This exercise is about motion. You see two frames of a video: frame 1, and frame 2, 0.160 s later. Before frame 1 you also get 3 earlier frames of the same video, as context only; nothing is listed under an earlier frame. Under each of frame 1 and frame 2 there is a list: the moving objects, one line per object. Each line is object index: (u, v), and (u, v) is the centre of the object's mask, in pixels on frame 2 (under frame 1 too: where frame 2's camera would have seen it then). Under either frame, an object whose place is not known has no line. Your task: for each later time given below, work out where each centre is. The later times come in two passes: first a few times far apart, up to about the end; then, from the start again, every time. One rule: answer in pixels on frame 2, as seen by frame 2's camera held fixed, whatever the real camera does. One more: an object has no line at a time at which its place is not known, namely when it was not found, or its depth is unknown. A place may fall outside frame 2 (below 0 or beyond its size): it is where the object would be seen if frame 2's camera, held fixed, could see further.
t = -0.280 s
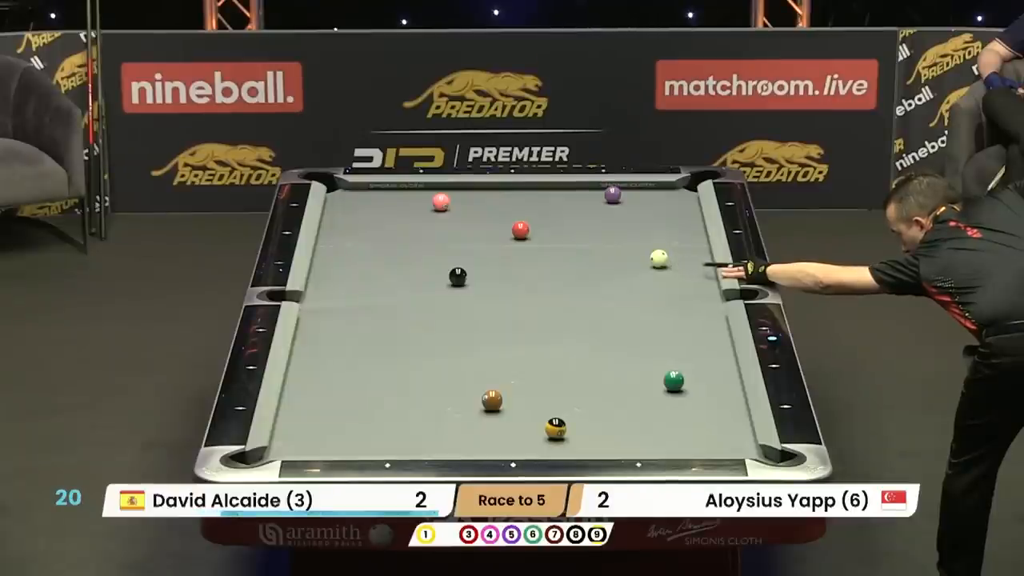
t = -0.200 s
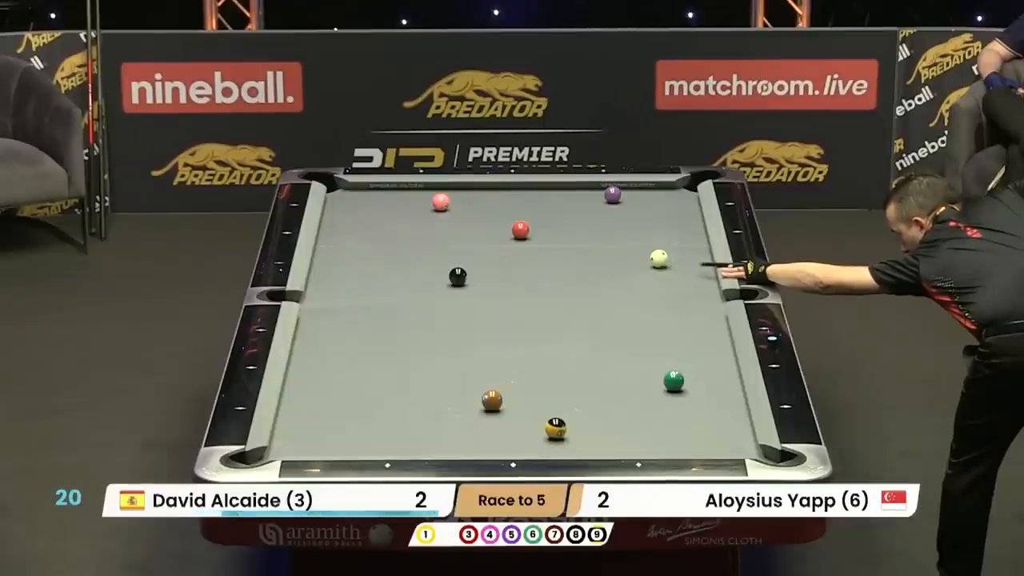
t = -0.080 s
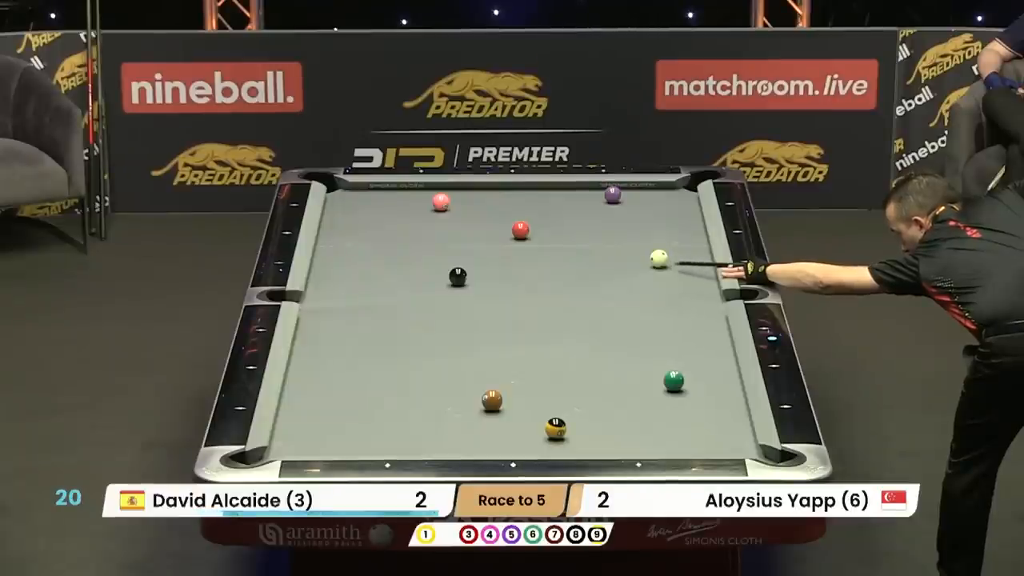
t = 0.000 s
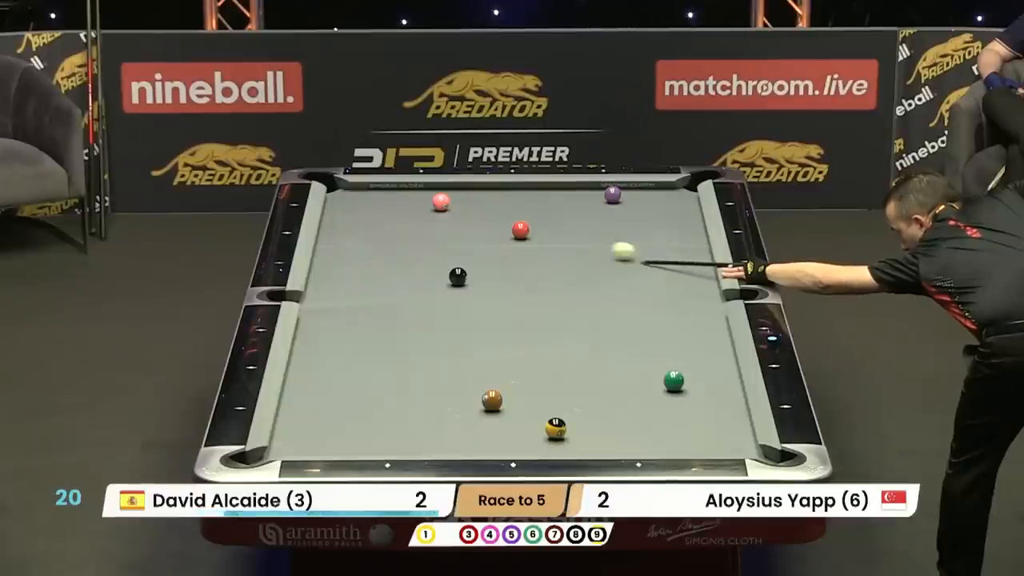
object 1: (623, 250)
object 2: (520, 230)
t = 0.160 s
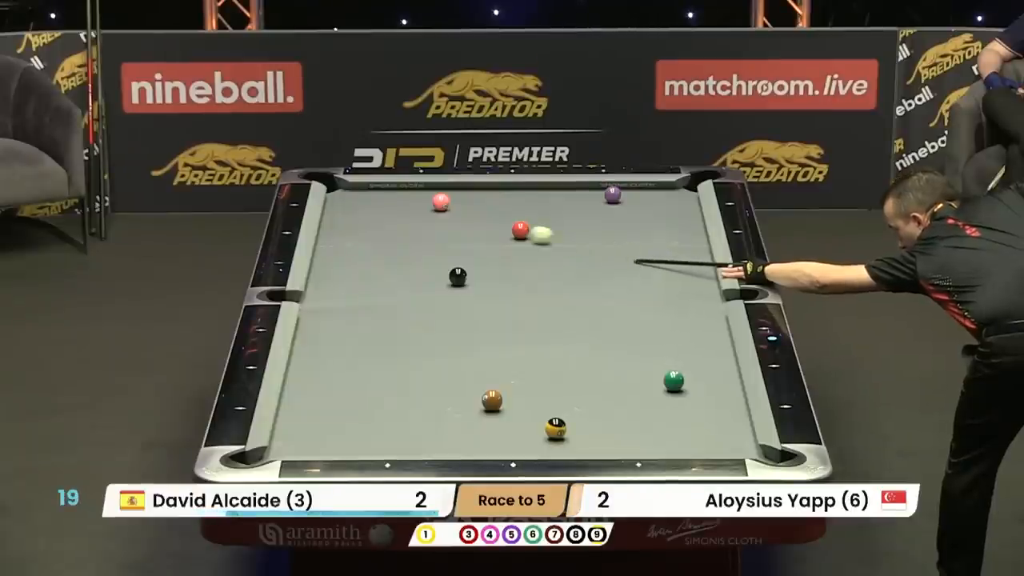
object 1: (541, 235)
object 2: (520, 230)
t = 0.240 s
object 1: (532, 234)
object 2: (495, 224)
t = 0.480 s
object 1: (529, 237)
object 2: (419, 205)
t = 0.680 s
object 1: (527, 239)
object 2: (363, 191)
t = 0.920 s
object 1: (525, 242)
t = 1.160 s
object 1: (524, 244)
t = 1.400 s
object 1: (522, 245)
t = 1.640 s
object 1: (521, 246)
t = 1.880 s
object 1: (521, 247)
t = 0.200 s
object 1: (533, 233)
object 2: (510, 228)
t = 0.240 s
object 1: (532, 234)
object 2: (495, 224)
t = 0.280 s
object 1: (532, 235)
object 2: (481, 220)
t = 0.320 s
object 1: (531, 235)
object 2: (467, 217)
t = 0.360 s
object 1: (531, 236)
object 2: (454, 214)
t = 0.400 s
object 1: (530, 236)
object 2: (442, 211)
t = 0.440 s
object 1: (530, 237)
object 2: (429, 208)
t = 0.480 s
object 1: (529, 237)
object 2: (419, 205)
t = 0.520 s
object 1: (529, 238)
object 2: (407, 202)
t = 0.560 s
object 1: (528, 238)
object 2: (396, 200)
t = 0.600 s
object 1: (528, 239)
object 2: (385, 197)
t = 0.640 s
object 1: (528, 239)
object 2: (374, 193)
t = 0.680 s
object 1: (527, 239)
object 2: (363, 191)
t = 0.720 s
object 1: (527, 240)
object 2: (353, 188)
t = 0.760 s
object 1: (527, 240)
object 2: (342, 186)
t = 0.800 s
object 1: (526, 240)
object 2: (332, 182)
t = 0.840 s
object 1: (526, 241)
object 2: (323, 180)
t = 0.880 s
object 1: (526, 241)
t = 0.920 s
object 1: (525, 242)
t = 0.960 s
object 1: (525, 242)
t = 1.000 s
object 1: (525, 242)
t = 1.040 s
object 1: (524, 242)
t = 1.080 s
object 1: (524, 243)
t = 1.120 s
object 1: (524, 243)
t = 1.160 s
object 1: (524, 244)
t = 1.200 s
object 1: (523, 244)
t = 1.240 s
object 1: (523, 244)
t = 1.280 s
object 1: (523, 244)
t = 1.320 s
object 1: (522, 245)
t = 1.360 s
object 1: (522, 245)
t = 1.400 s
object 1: (522, 245)
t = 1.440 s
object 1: (522, 245)
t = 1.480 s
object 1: (522, 245)
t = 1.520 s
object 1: (521, 246)
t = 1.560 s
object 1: (521, 246)
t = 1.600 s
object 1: (521, 246)
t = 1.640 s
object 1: (521, 246)
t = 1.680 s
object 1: (521, 247)
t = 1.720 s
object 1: (521, 247)
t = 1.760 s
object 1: (521, 247)
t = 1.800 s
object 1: (521, 247)
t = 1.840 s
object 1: (521, 247)
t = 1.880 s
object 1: (521, 247)
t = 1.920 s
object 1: (521, 248)
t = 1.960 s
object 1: (521, 248)
